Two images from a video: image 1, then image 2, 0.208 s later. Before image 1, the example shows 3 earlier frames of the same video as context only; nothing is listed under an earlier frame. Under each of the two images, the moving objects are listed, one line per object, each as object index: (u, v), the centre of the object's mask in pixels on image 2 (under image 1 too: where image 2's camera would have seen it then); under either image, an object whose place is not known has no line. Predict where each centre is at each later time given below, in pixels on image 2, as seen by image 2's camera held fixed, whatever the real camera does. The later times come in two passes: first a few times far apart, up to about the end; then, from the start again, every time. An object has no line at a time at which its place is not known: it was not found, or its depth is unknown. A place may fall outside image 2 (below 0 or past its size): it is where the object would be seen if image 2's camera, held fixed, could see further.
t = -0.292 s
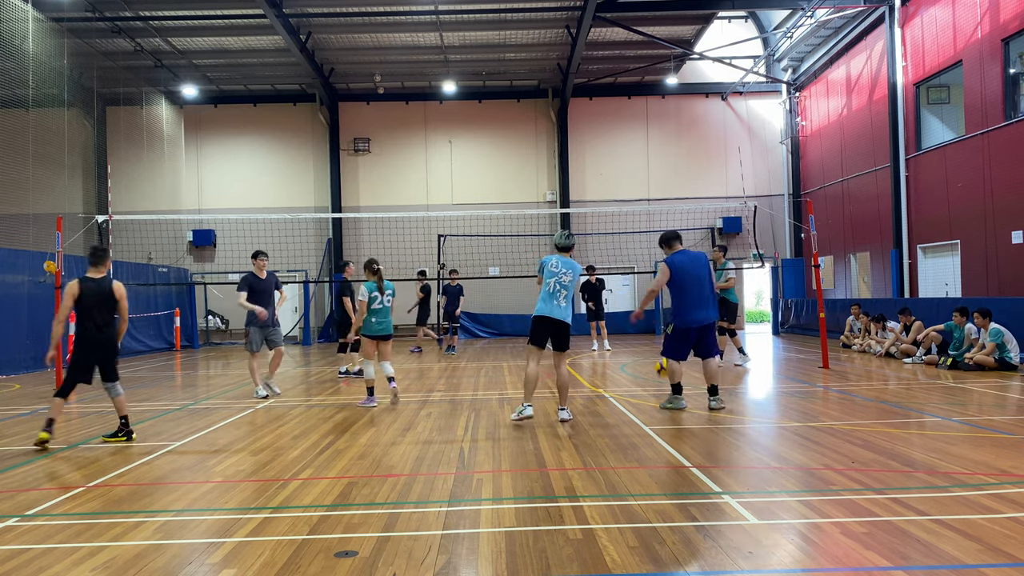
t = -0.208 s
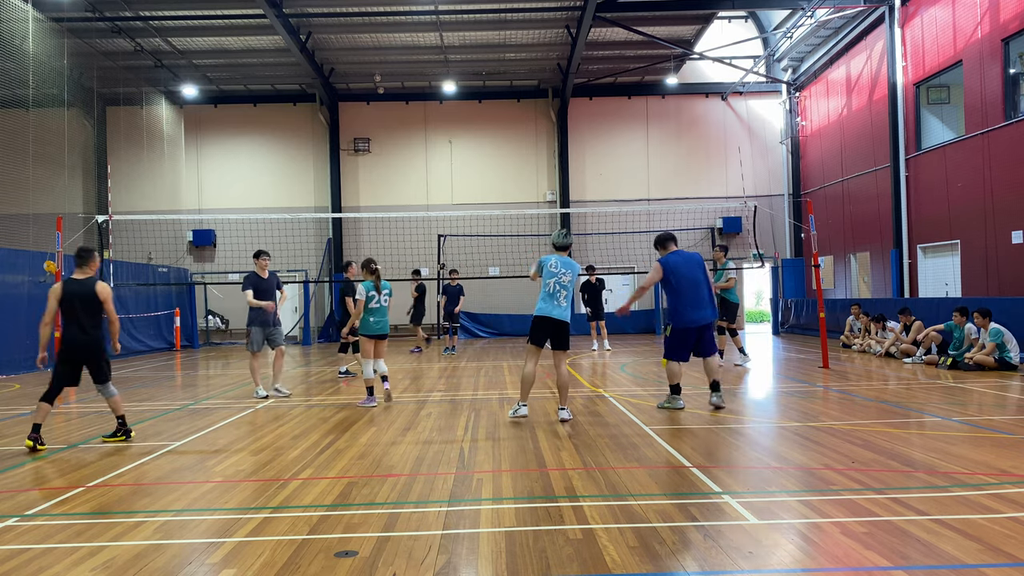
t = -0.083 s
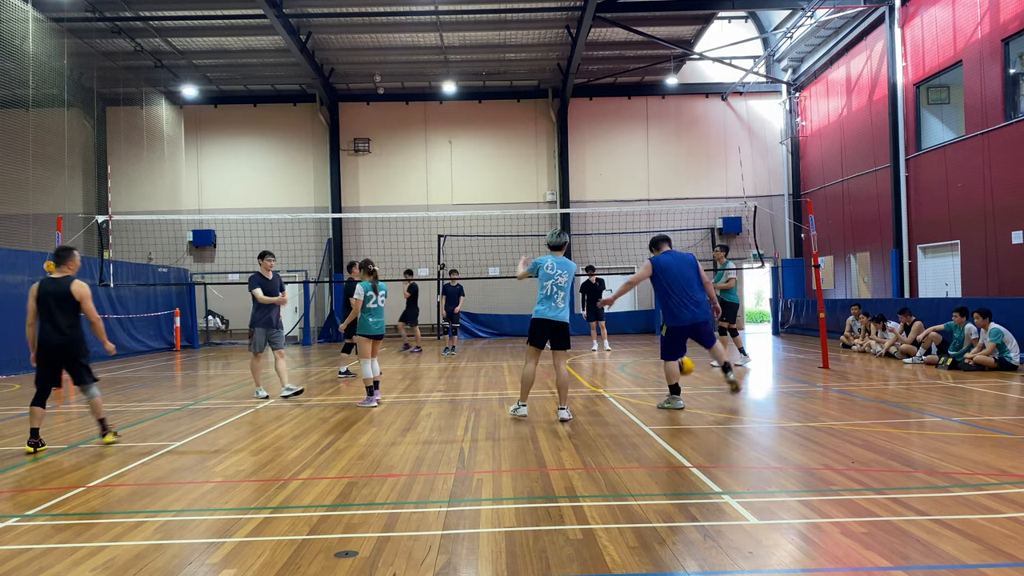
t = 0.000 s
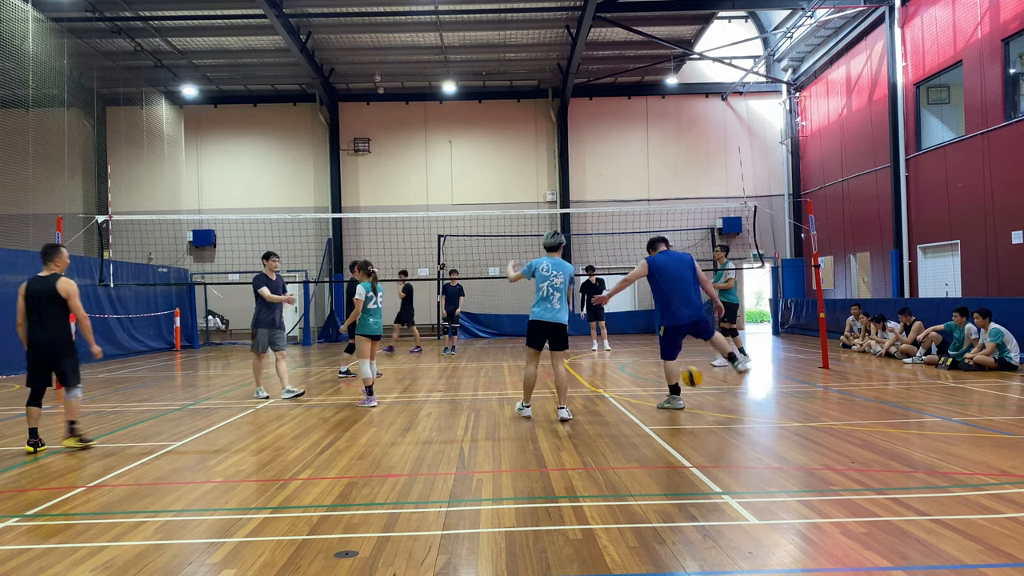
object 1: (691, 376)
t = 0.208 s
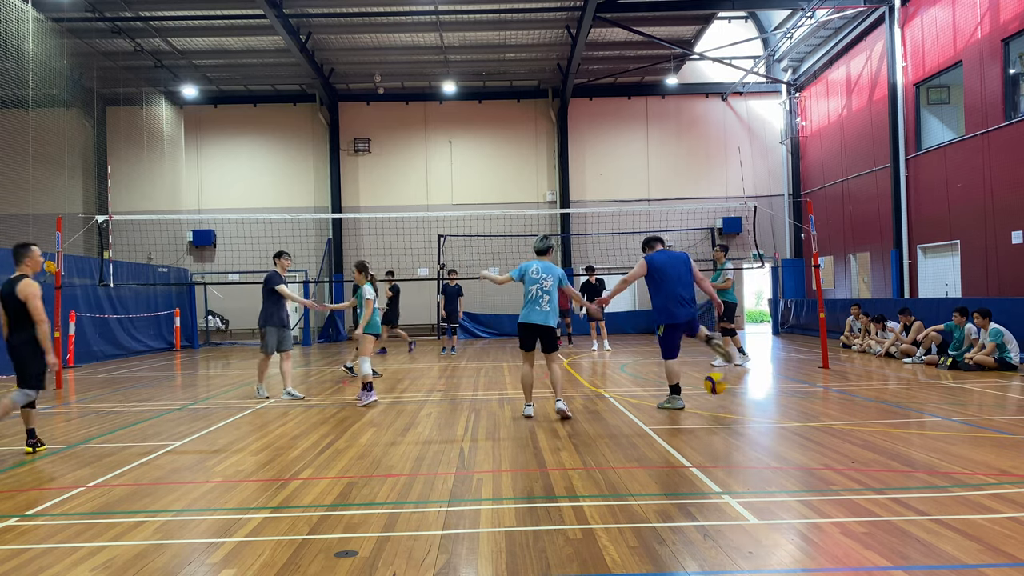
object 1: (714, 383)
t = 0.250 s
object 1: (720, 382)
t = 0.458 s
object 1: (747, 405)
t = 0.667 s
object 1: (779, 404)
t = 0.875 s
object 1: (817, 427)
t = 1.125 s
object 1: (874, 451)
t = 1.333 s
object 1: (932, 461)
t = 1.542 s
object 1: (1003, 485)
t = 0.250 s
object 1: (720, 382)
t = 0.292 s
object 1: (725, 382)
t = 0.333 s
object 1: (730, 385)
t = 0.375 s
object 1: (735, 390)
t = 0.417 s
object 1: (741, 396)
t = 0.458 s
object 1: (747, 405)
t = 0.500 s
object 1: (753, 411)
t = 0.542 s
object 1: (759, 407)
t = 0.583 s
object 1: (766, 404)
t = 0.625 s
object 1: (772, 403)
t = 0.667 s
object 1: (779, 404)
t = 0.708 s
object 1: (786, 407)
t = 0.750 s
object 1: (793, 412)
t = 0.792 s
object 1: (801, 421)
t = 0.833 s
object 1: (809, 432)
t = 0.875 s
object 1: (817, 427)
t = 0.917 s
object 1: (825, 424)
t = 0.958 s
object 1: (834, 424)
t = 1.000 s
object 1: (843, 427)
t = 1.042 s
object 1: (853, 433)
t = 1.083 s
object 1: (863, 440)
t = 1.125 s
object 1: (874, 451)
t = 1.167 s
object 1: (884, 453)
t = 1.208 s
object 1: (896, 451)
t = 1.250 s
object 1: (907, 451)
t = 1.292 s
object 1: (919, 455)
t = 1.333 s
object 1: (932, 461)
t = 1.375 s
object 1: (946, 472)
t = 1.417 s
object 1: (961, 483)
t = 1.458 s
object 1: (975, 481)
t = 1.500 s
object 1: (990, 481)
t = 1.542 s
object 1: (1003, 485)
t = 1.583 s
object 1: (1012, 492)
